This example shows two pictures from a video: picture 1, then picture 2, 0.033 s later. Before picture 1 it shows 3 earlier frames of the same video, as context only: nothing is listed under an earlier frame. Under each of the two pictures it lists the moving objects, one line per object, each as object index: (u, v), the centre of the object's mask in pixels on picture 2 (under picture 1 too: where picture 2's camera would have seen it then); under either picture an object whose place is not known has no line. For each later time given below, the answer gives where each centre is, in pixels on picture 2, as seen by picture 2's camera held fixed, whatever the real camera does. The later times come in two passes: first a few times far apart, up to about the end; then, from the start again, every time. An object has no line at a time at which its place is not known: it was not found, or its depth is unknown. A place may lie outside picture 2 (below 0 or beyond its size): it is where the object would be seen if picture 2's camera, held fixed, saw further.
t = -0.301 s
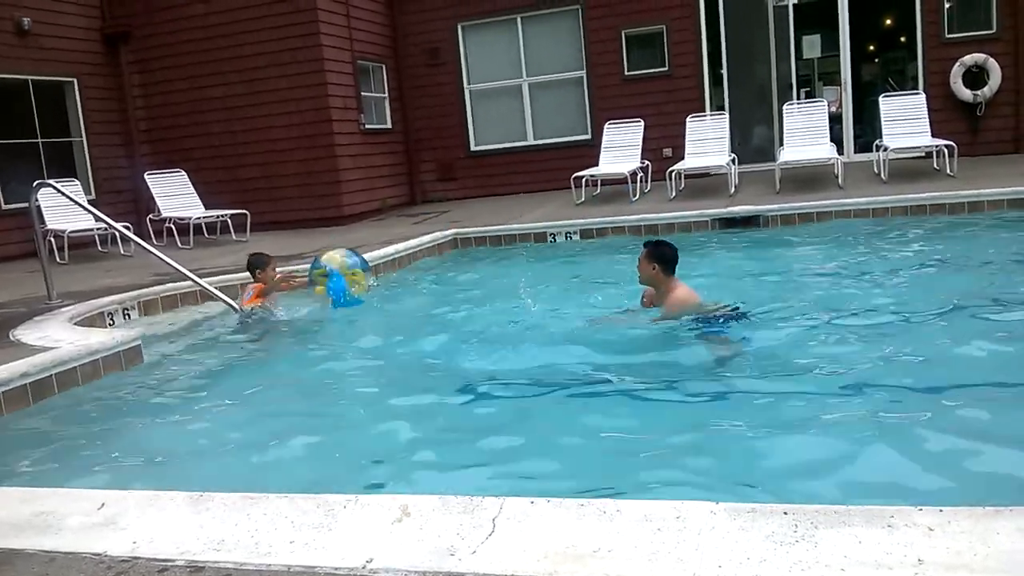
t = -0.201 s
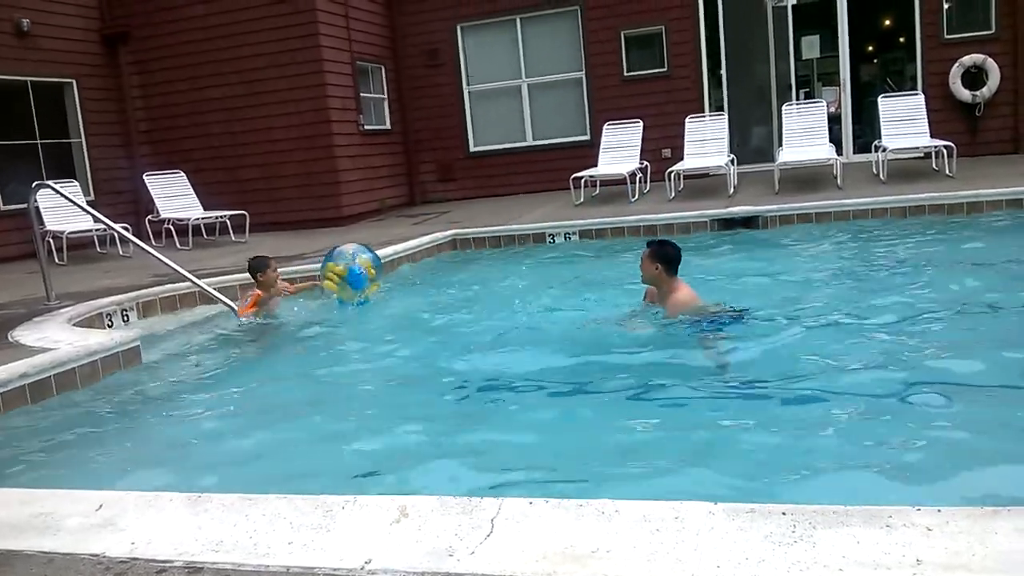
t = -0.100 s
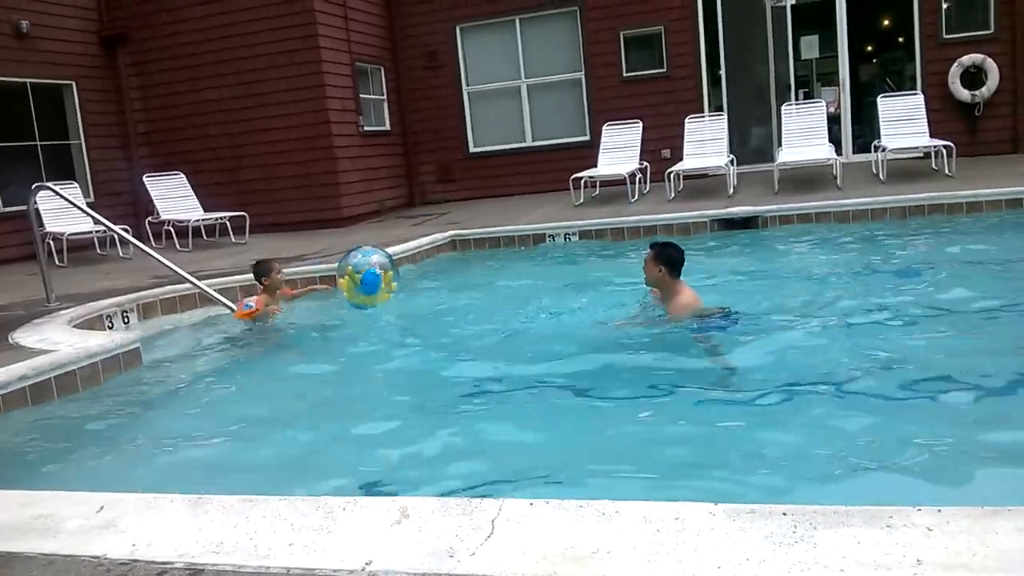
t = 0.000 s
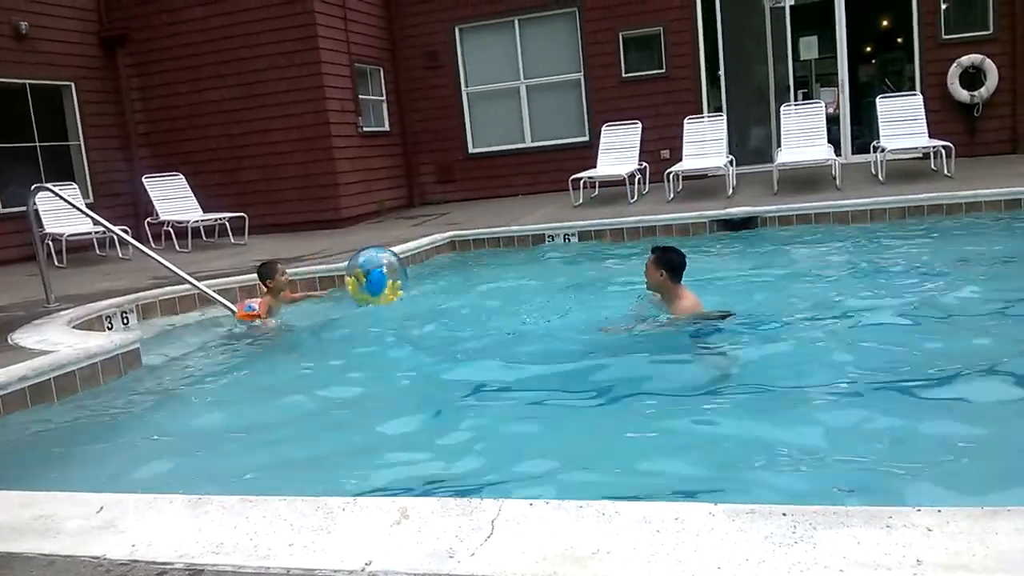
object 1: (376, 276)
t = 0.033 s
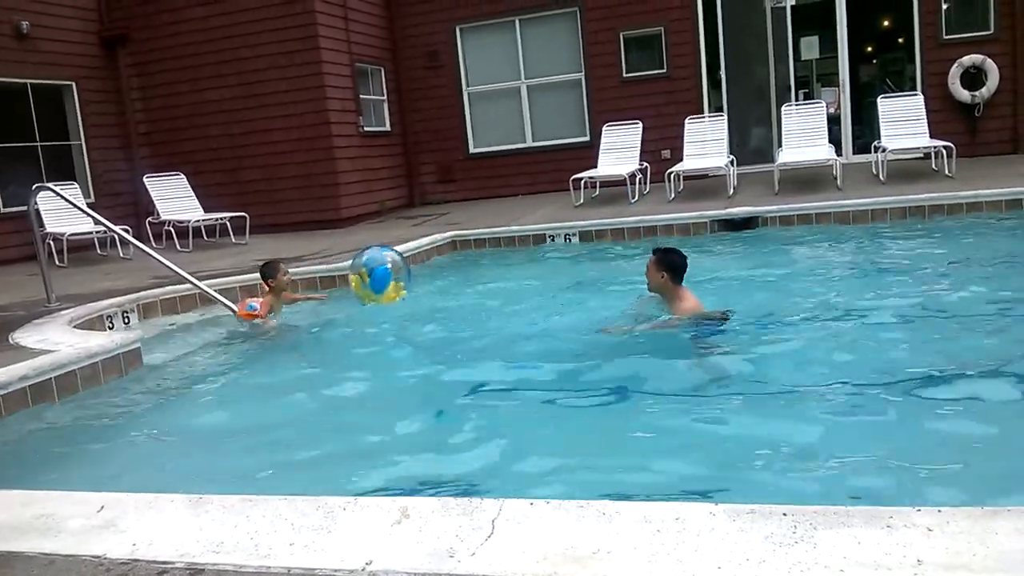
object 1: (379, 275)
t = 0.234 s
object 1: (398, 271)
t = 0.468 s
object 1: (419, 267)
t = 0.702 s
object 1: (438, 266)
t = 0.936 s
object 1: (452, 263)
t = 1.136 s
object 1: (461, 265)
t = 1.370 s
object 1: (472, 260)
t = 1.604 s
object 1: (481, 259)
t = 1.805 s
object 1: (490, 260)
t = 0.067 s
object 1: (382, 274)
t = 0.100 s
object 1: (384, 274)
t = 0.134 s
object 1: (388, 273)
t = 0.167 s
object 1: (391, 272)
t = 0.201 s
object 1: (394, 271)
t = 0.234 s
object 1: (398, 271)
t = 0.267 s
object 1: (402, 271)
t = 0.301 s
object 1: (406, 271)
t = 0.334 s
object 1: (409, 271)
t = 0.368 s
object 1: (412, 271)
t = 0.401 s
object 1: (414, 270)
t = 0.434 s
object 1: (417, 269)
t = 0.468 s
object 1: (419, 267)
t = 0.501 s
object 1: (422, 267)
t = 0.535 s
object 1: (425, 266)
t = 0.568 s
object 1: (428, 265)
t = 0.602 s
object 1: (430, 265)
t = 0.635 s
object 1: (433, 266)
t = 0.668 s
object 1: (436, 266)
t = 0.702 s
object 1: (438, 266)
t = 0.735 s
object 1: (441, 265)
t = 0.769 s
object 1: (443, 265)
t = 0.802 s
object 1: (444, 264)
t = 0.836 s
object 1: (446, 264)
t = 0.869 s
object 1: (448, 264)
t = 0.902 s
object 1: (450, 263)
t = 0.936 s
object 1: (452, 263)
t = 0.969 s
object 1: (454, 263)
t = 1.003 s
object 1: (455, 263)
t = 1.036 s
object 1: (456, 264)
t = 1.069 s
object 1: (458, 264)
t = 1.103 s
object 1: (460, 264)
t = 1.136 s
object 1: (461, 265)
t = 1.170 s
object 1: (463, 265)
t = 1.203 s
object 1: (465, 265)
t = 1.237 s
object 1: (467, 265)
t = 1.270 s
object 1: (469, 264)
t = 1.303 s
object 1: (471, 263)
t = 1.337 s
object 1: (471, 261)
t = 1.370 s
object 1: (472, 260)
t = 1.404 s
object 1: (474, 259)
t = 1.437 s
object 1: (476, 258)
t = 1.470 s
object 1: (477, 257)
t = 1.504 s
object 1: (477, 257)
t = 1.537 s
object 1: (479, 257)
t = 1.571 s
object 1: (480, 258)
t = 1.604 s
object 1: (481, 259)
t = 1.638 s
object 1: (483, 259)
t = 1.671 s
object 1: (485, 260)
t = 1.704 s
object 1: (486, 261)
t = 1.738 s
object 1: (487, 261)
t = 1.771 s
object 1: (488, 261)
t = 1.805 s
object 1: (490, 260)
